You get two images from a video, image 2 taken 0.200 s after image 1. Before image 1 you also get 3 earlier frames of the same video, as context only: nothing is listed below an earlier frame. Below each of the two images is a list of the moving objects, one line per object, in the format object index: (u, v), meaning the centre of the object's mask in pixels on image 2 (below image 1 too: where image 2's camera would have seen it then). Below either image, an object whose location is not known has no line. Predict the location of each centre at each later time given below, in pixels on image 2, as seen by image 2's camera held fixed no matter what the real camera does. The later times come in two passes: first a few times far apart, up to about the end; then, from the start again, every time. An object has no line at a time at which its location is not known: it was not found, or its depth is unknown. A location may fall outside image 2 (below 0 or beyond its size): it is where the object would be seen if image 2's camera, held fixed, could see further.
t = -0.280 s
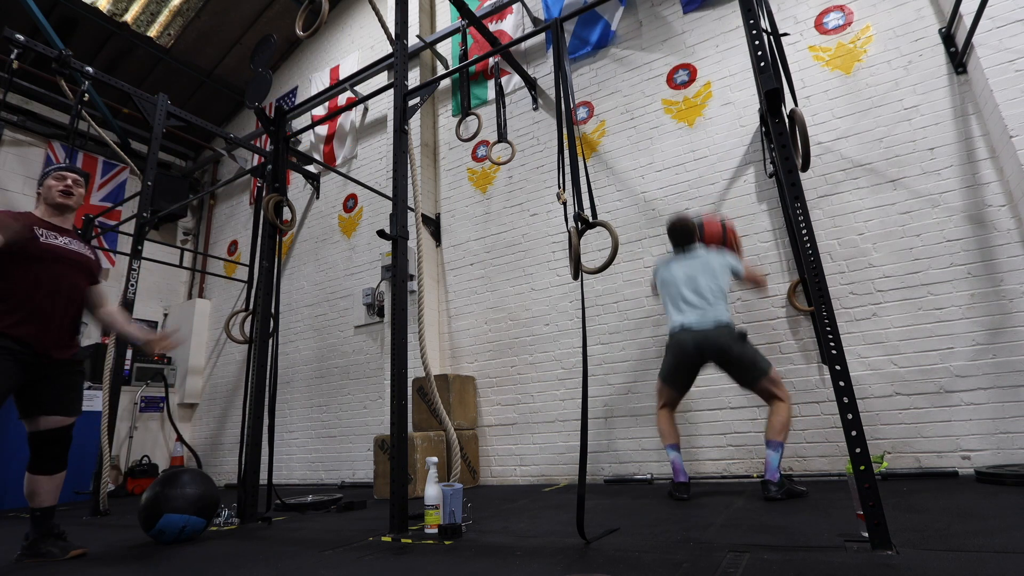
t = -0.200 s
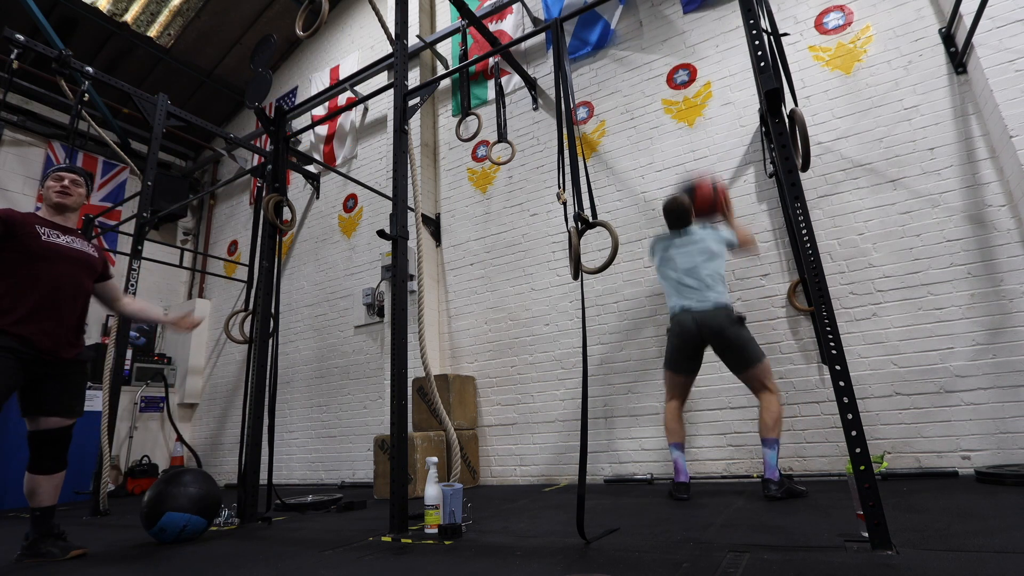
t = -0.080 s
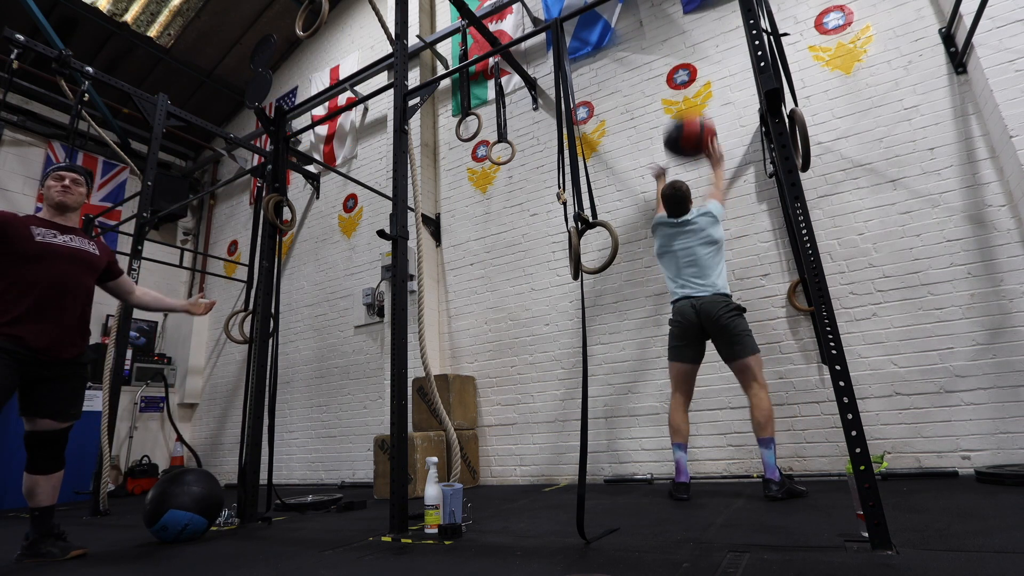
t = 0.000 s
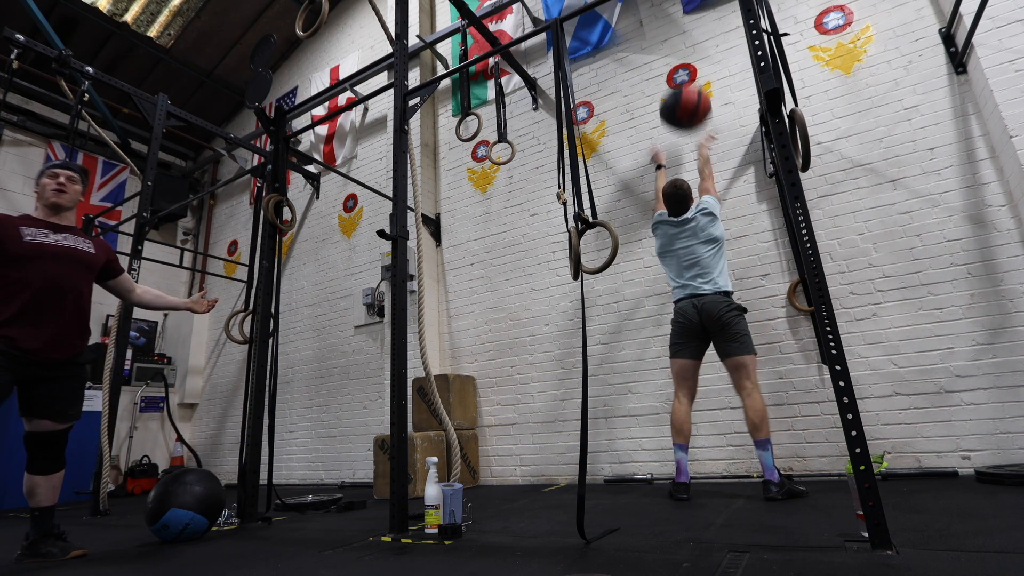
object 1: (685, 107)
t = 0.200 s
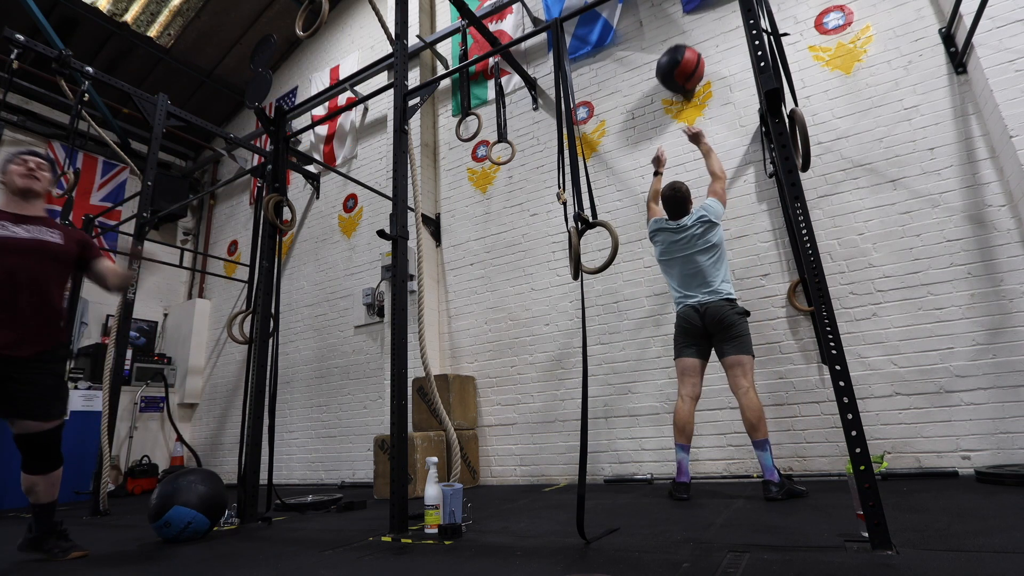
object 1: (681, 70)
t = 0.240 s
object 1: (680, 68)
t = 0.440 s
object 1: (679, 67)
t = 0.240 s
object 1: (680, 68)
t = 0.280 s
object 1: (679, 64)
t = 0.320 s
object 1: (679, 63)
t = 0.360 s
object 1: (679, 63)
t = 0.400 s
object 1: (679, 64)
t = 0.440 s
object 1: (679, 67)
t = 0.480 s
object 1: (680, 72)
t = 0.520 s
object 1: (681, 78)
